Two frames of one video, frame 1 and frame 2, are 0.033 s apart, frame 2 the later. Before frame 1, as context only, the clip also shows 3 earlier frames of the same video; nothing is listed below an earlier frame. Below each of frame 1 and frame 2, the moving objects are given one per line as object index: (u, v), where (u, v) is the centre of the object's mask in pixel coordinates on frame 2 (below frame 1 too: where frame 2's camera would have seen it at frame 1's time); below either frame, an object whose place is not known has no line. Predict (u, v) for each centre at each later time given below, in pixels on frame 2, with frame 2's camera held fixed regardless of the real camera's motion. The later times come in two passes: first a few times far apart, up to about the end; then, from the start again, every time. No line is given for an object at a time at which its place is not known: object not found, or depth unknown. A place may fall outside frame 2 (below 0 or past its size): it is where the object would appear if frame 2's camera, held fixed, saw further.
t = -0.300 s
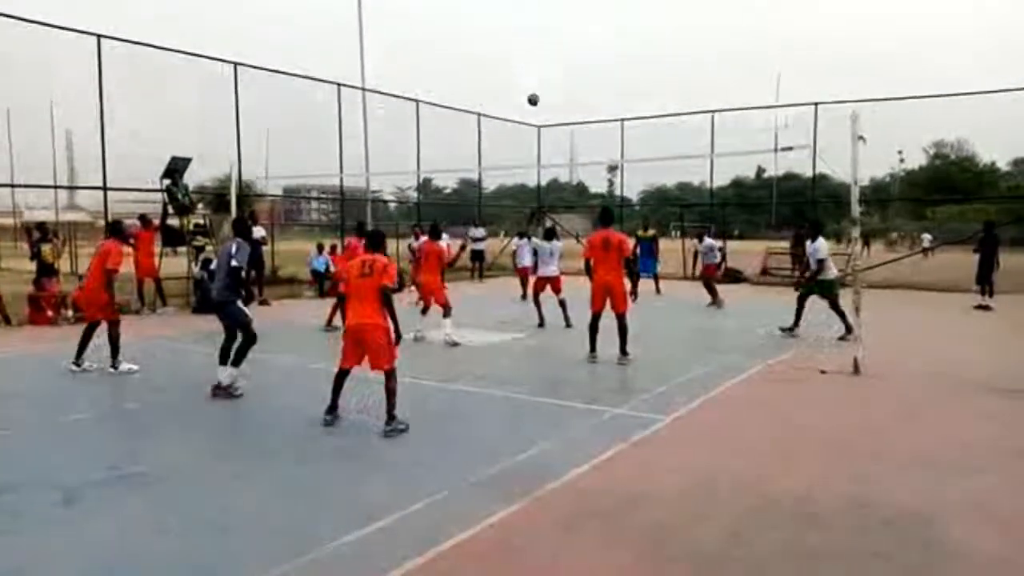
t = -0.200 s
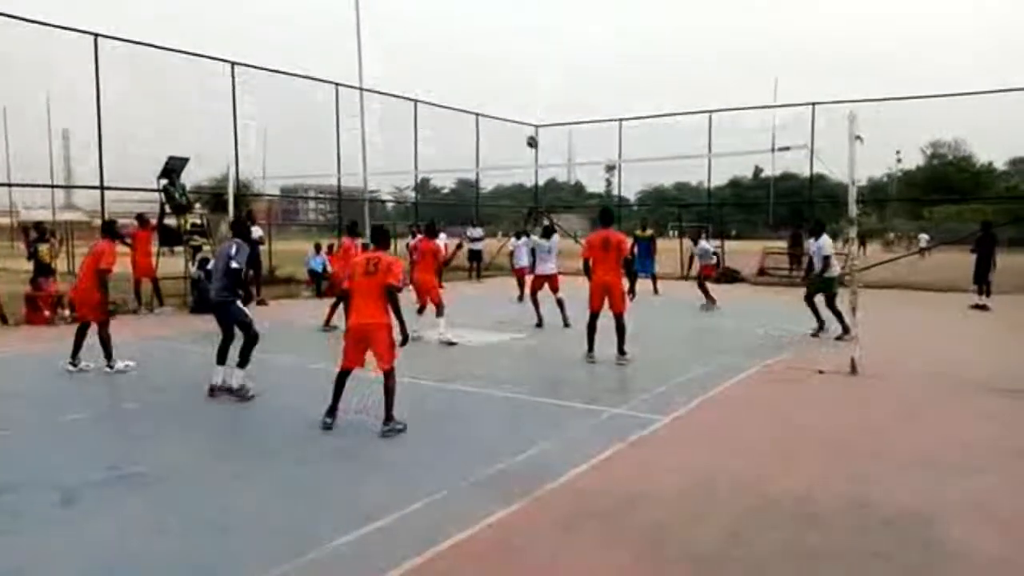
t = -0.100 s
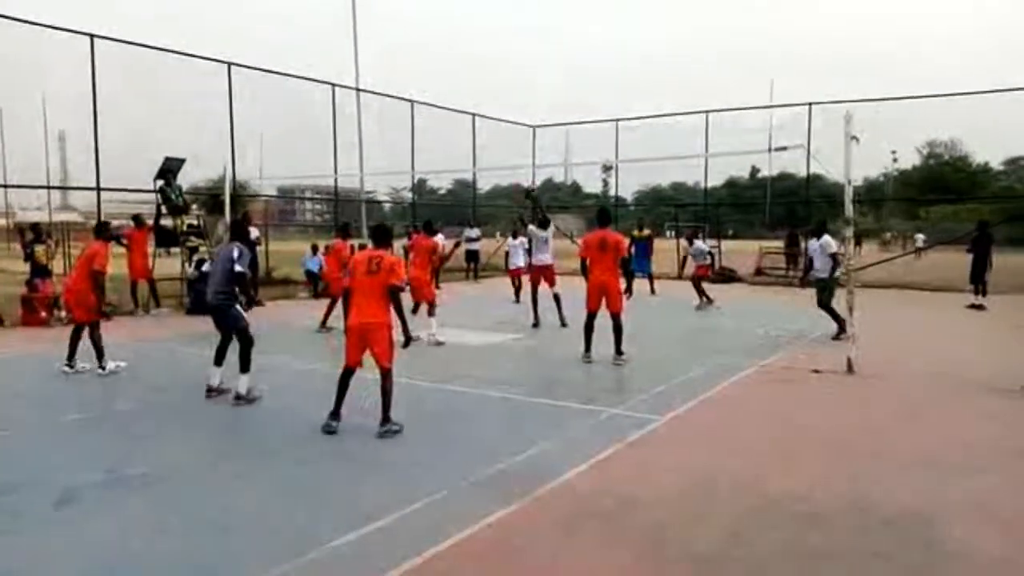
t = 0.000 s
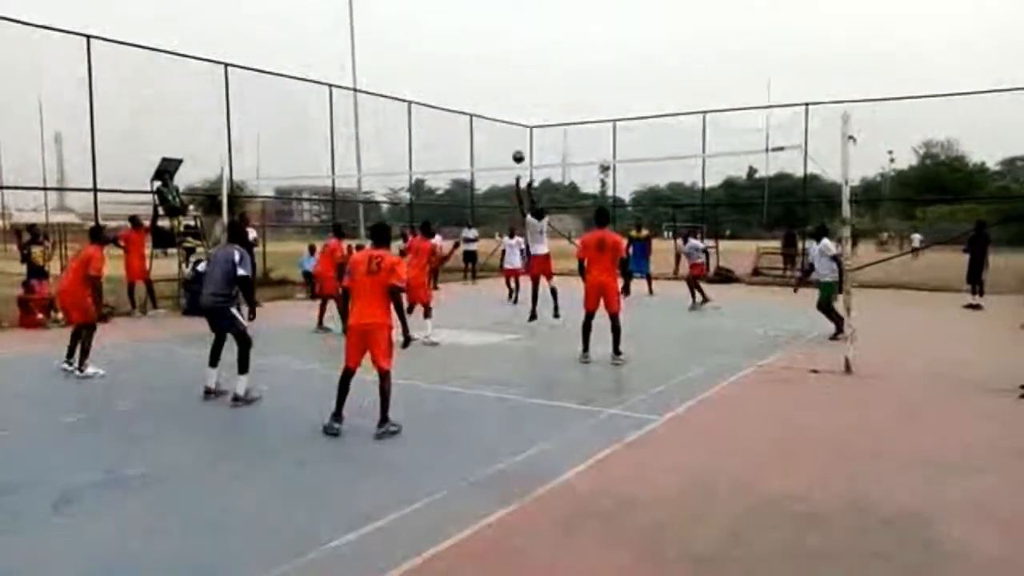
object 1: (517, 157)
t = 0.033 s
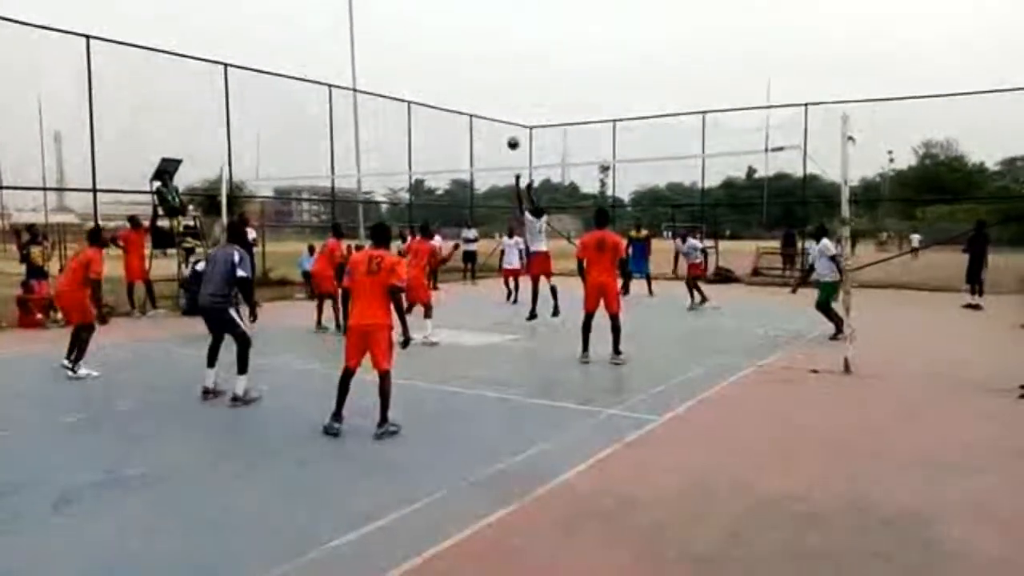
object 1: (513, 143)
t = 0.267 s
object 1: (481, 68)
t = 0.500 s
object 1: (452, 30)
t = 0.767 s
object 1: (422, 27)
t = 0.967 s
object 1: (401, 52)
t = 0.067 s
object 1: (508, 131)
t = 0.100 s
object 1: (504, 118)
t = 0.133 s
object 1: (499, 107)
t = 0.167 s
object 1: (495, 96)
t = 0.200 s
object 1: (490, 86)
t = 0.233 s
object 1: (485, 77)
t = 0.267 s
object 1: (481, 68)
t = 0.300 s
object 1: (477, 60)
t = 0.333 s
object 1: (473, 54)
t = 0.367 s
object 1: (469, 48)
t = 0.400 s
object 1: (465, 42)
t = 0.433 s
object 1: (460, 37)
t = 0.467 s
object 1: (456, 33)
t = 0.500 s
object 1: (452, 30)
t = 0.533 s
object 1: (448, 27)
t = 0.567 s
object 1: (445, 25)
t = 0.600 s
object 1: (441, 24)
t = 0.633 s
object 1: (437, 23)
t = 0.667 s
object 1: (433, 23)
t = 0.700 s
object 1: (430, 23)
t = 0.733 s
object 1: (426, 25)
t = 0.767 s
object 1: (422, 27)
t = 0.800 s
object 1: (419, 30)
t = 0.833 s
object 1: (415, 33)
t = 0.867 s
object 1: (411, 36)
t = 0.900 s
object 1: (408, 41)
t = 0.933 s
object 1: (404, 46)
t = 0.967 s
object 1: (401, 52)
